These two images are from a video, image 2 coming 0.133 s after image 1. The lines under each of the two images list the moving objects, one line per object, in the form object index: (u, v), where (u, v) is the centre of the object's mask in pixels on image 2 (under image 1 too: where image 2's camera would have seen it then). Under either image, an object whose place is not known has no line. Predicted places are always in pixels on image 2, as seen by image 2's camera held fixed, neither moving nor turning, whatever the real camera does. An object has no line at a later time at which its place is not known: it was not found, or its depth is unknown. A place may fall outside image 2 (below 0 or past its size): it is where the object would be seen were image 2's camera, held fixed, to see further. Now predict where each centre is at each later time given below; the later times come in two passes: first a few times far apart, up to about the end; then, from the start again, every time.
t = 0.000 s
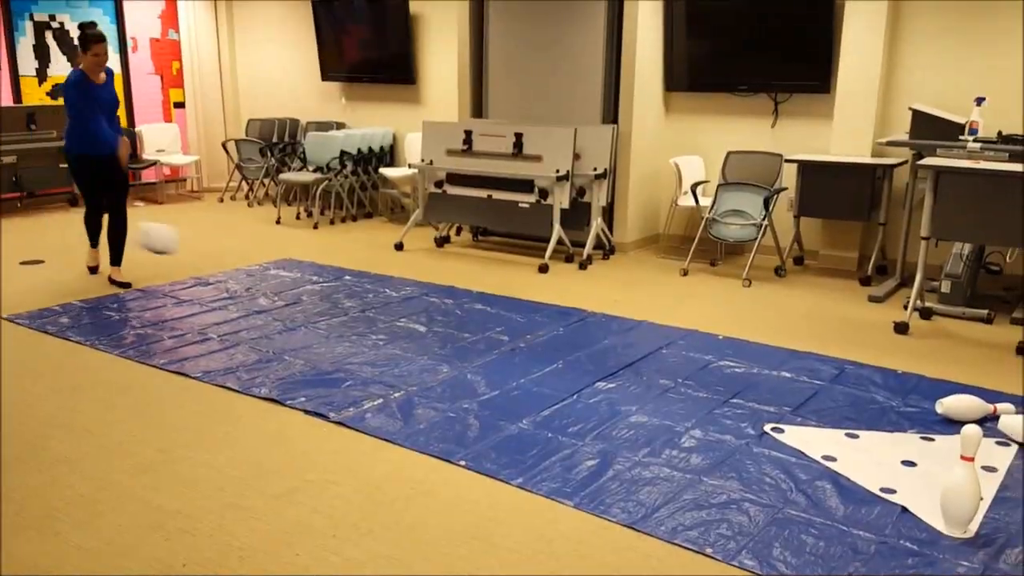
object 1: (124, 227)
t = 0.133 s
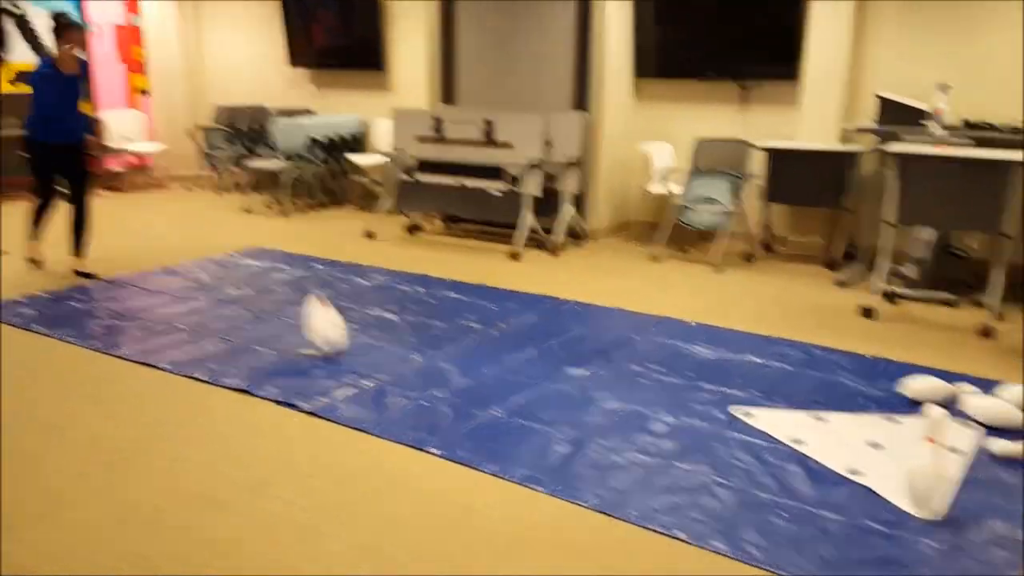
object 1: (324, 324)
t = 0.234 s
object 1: (503, 371)
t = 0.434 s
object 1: (964, 493)
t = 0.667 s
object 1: (1157, 505)
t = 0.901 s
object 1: (1128, 477)
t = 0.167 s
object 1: (383, 343)
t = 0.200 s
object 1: (439, 355)
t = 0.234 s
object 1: (503, 371)
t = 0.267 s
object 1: (569, 392)
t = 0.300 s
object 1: (636, 405)
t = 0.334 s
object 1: (711, 424)
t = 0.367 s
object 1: (788, 451)
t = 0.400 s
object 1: (866, 474)
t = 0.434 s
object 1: (964, 493)
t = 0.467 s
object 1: (1042, 504)
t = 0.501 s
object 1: (1133, 537)
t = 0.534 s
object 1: (1211, 531)
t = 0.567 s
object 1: (1200, 517)
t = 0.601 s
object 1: (1193, 494)
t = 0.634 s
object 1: (1176, 490)
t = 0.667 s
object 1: (1157, 505)
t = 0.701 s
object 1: (1145, 512)
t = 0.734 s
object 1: (1130, 503)
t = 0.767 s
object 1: (1127, 494)
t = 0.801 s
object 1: (1128, 488)
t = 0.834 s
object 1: (1130, 482)
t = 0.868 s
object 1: (1129, 479)
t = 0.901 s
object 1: (1128, 477)
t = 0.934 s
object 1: (1127, 478)
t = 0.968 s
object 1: (1126, 477)
